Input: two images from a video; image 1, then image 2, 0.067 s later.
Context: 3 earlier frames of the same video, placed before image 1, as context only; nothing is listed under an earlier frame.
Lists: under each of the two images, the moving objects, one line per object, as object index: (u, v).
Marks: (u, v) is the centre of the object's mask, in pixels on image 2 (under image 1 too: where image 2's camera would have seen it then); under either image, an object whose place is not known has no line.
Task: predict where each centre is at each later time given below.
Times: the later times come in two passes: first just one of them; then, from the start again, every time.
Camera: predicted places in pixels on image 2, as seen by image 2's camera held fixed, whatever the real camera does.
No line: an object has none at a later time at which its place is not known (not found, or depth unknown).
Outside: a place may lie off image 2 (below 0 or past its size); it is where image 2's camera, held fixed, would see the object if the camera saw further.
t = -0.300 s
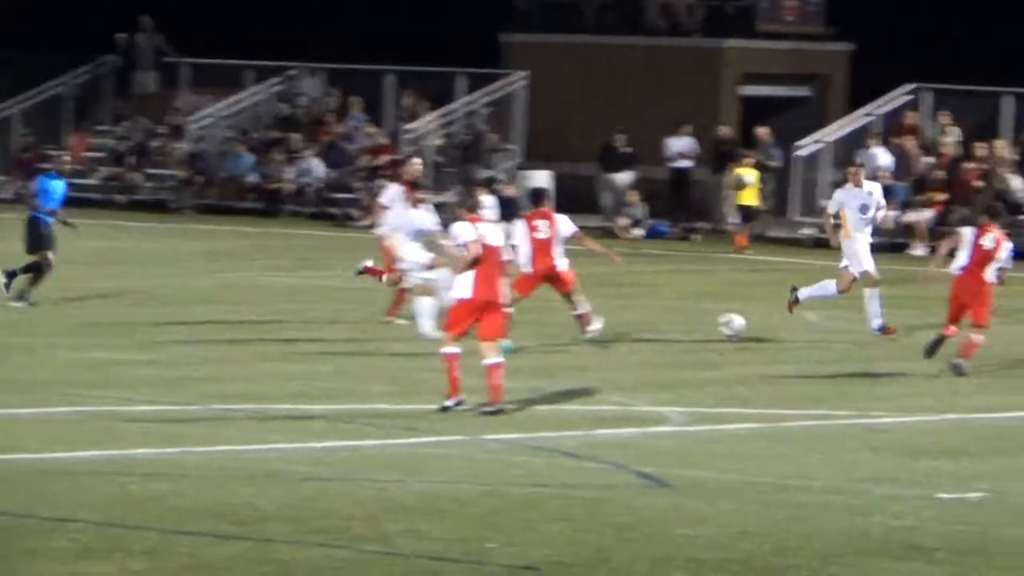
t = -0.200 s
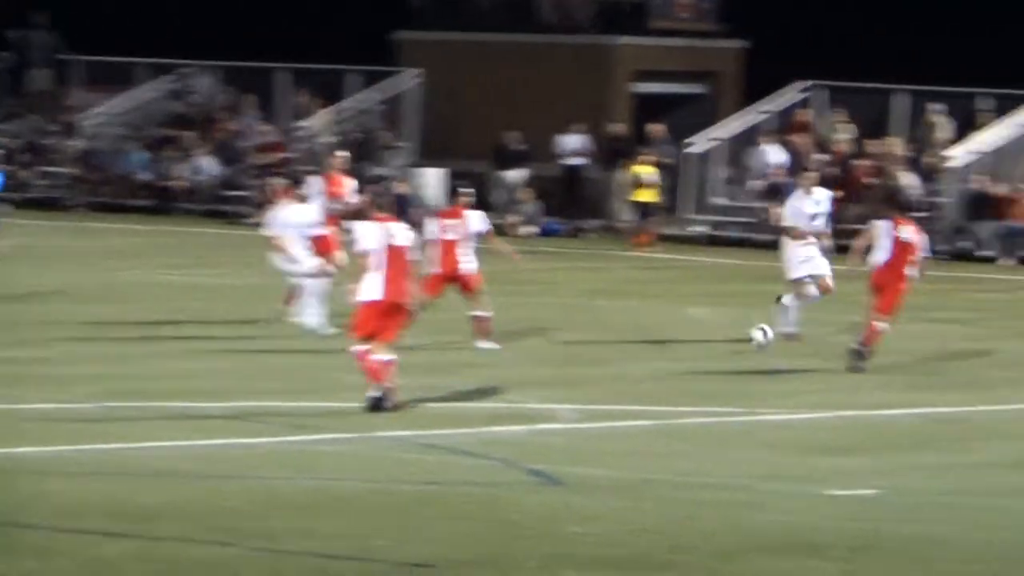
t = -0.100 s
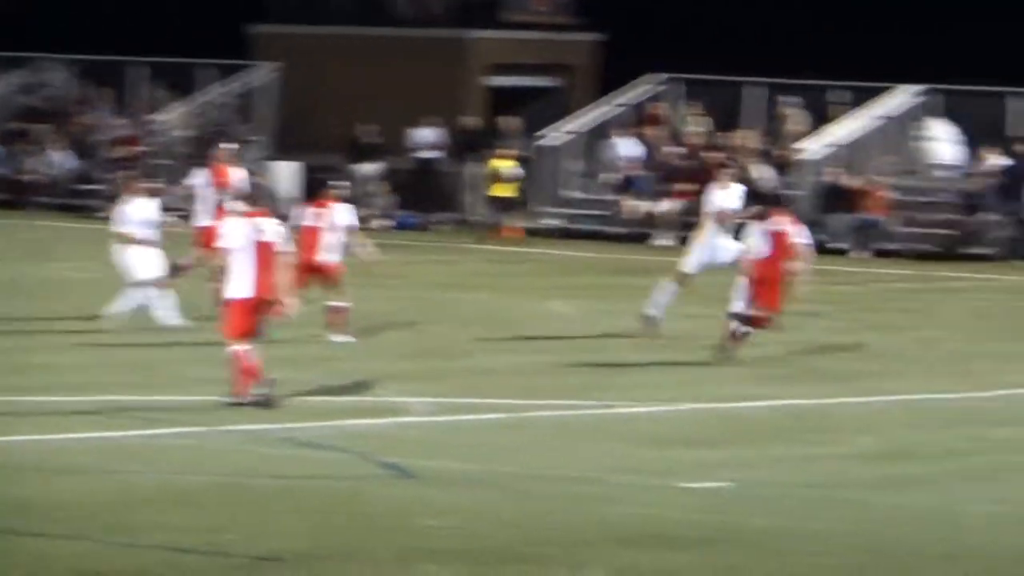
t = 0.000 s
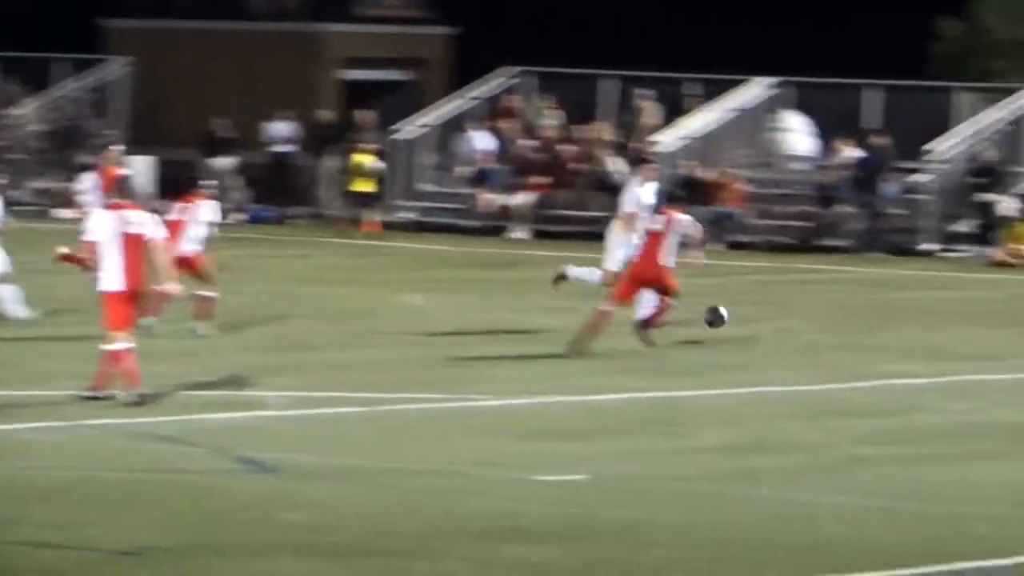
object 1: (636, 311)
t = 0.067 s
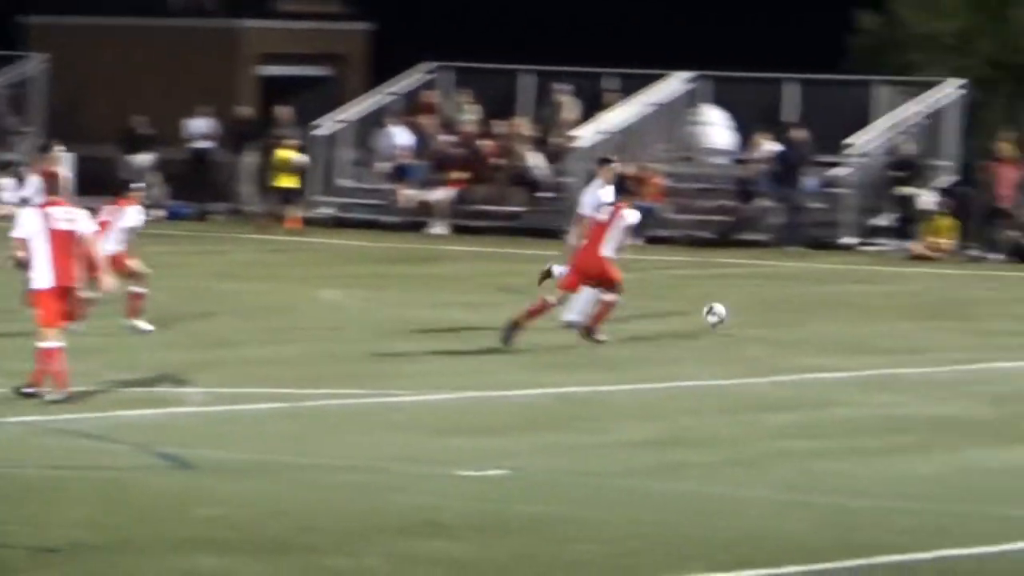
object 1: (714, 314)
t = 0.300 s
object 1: (968, 327)
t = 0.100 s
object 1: (753, 318)
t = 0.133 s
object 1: (792, 322)
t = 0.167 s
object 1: (830, 328)
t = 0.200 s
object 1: (865, 328)
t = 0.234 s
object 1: (899, 326)
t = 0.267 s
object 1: (934, 326)
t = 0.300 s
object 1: (968, 327)
